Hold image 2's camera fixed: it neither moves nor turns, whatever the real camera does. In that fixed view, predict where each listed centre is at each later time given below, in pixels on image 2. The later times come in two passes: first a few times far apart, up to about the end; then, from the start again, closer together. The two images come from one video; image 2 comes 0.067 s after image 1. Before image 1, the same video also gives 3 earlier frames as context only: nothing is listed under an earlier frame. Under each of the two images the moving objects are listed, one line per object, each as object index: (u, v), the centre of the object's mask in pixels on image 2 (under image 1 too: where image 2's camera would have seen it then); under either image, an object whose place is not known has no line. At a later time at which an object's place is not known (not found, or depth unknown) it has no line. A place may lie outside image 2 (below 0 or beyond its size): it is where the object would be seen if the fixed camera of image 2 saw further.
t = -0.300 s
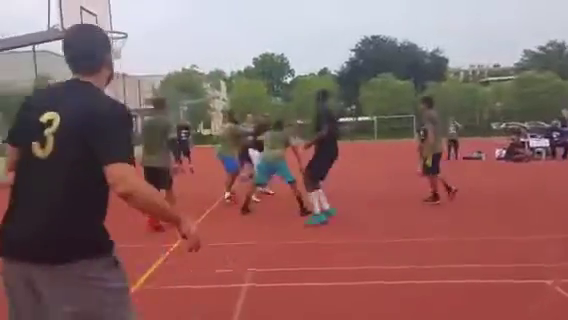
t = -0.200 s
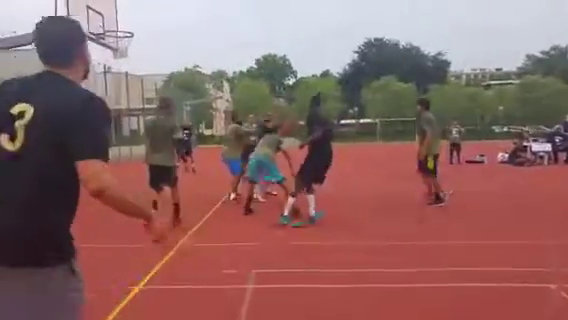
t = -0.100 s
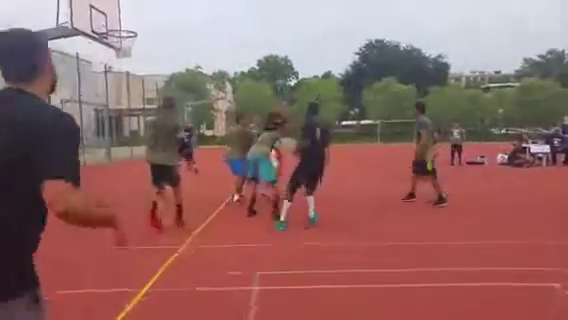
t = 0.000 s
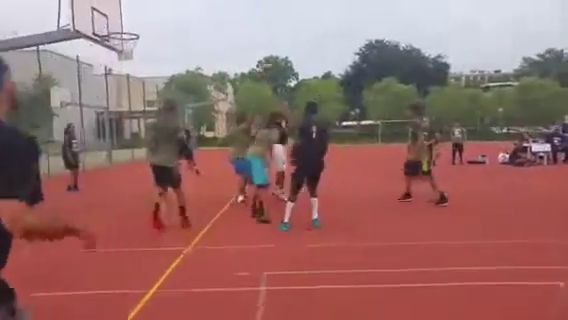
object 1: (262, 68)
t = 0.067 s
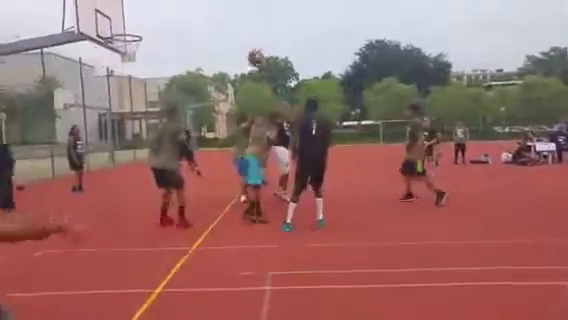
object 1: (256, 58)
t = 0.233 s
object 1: (216, 34)
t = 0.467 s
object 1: (119, 34)
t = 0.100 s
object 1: (249, 52)
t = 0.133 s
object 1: (242, 44)
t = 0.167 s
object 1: (234, 42)
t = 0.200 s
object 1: (226, 38)
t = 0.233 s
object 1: (216, 34)
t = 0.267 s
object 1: (207, 31)
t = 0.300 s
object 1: (195, 29)
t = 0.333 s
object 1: (182, 28)
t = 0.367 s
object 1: (169, 27)
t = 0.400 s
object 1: (154, 29)
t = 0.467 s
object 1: (119, 34)
